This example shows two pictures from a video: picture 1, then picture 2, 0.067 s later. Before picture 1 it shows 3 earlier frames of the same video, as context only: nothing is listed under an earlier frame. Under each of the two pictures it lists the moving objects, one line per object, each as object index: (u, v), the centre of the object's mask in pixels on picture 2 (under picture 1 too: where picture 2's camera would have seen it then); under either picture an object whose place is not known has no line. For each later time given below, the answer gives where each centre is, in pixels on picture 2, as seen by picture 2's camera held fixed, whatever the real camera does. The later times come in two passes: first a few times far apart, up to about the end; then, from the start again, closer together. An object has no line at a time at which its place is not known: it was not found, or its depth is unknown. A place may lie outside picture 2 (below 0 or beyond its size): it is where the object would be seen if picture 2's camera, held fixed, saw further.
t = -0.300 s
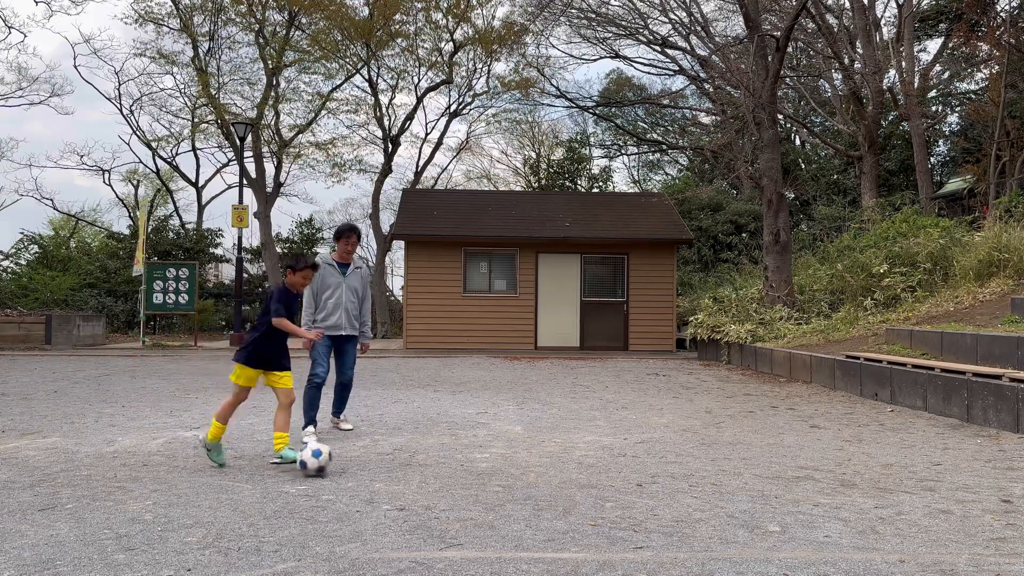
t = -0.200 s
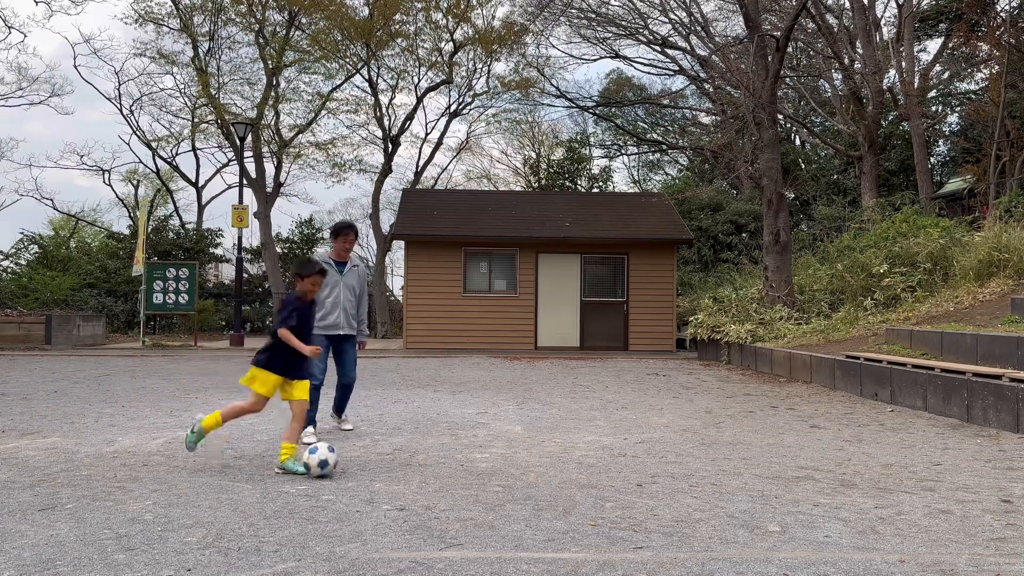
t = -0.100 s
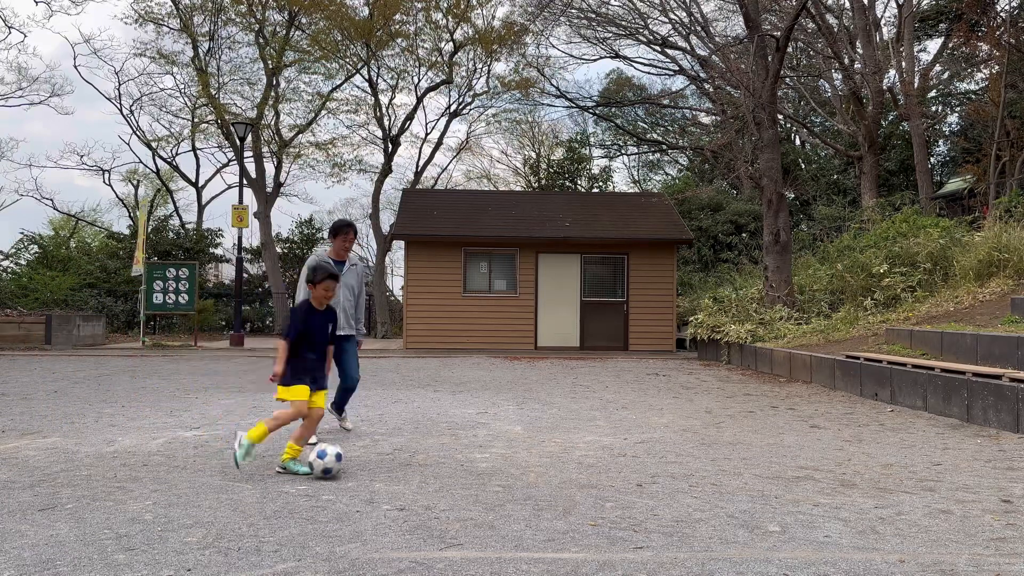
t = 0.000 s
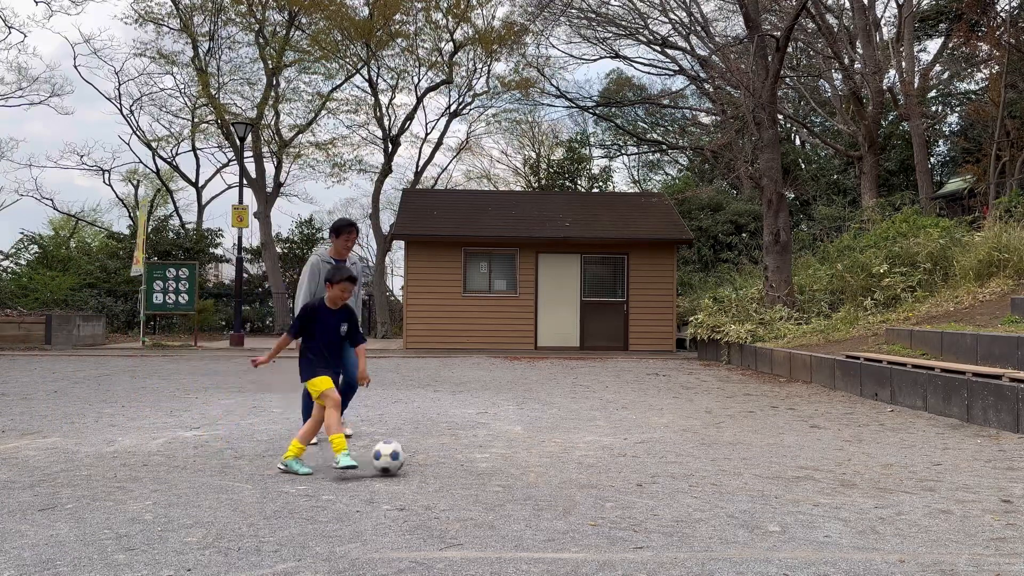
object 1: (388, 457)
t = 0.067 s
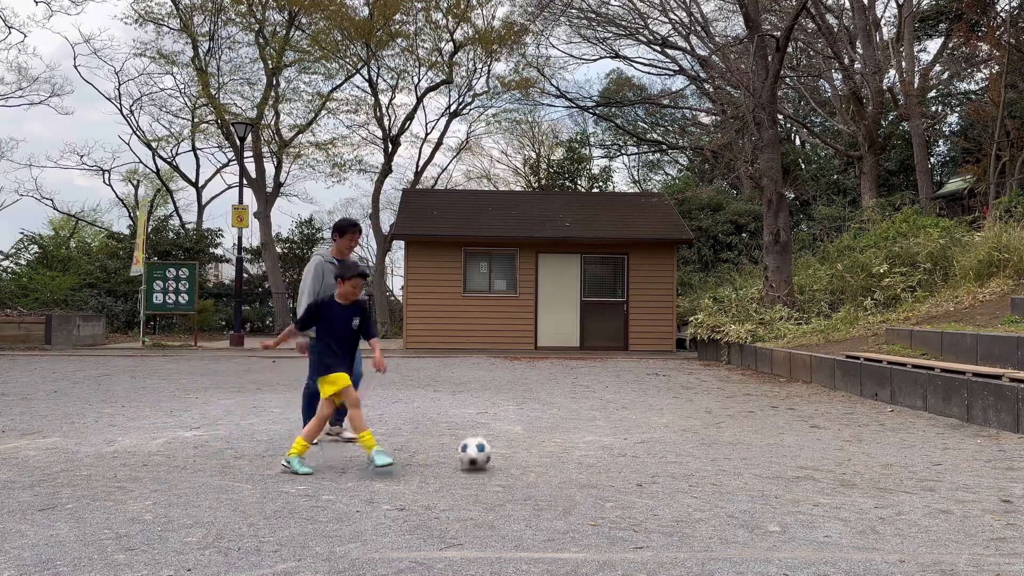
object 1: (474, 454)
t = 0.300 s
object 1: (709, 435)
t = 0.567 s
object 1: (905, 438)
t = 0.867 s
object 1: (986, 406)
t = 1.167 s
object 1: (832, 405)
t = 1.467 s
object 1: (739, 406)
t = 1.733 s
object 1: (689, 417)
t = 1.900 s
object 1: (660, 413)
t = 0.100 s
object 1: (513, 451)
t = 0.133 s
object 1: (551, 447)
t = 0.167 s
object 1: (586, 447)
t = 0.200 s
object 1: (621, 447)
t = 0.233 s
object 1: (652, 443)
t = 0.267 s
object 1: (681, 438)
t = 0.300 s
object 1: (709, 435)
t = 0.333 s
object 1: (737, 434)
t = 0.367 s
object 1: (766, 436)
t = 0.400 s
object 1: (793, 439)
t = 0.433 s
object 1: (818, 442)
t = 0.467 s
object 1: (840, 437)
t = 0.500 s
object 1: (862, 435)
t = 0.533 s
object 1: (883, 436)
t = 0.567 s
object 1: (905, 438)
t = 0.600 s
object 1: (925, 437)
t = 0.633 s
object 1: (945, 436)
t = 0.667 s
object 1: (964, 436)
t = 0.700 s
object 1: (983, 433)
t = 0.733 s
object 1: (1003, 431)
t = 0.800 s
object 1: (1016, 422)
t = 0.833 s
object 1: (1004, 413)
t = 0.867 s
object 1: (986, 406)
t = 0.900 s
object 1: (970, 400)
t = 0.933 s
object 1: (953, 395)
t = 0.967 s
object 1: (936, 393)
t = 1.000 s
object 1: (919, 391)
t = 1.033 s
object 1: (901, 391)
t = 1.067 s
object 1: (884, 394)
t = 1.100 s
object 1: (867, 397)
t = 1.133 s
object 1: (849, 401)
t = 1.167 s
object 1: (832, 405)
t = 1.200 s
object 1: (815, 413)
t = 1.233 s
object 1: (797, 421)
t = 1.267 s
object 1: (781, 431)
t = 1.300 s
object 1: (772, 426)
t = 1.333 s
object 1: (765, 419)
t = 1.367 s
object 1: (759, 414)
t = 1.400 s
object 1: (753, 410)
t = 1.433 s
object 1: (745, 407)
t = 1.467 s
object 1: (739, 406)
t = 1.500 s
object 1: (732, 406)
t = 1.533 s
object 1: (726, 409)
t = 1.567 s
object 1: (720, 412)
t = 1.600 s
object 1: (713, 417)
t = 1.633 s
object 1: (707, 423)
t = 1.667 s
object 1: (701, 429)
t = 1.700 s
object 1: (696, 422)
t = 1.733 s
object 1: (689, 417)
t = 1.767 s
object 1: (684, 413)
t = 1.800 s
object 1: (678, 411)
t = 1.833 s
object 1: (672, 410)
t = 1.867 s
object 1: (667, 411)
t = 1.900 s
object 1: (660, 413)
